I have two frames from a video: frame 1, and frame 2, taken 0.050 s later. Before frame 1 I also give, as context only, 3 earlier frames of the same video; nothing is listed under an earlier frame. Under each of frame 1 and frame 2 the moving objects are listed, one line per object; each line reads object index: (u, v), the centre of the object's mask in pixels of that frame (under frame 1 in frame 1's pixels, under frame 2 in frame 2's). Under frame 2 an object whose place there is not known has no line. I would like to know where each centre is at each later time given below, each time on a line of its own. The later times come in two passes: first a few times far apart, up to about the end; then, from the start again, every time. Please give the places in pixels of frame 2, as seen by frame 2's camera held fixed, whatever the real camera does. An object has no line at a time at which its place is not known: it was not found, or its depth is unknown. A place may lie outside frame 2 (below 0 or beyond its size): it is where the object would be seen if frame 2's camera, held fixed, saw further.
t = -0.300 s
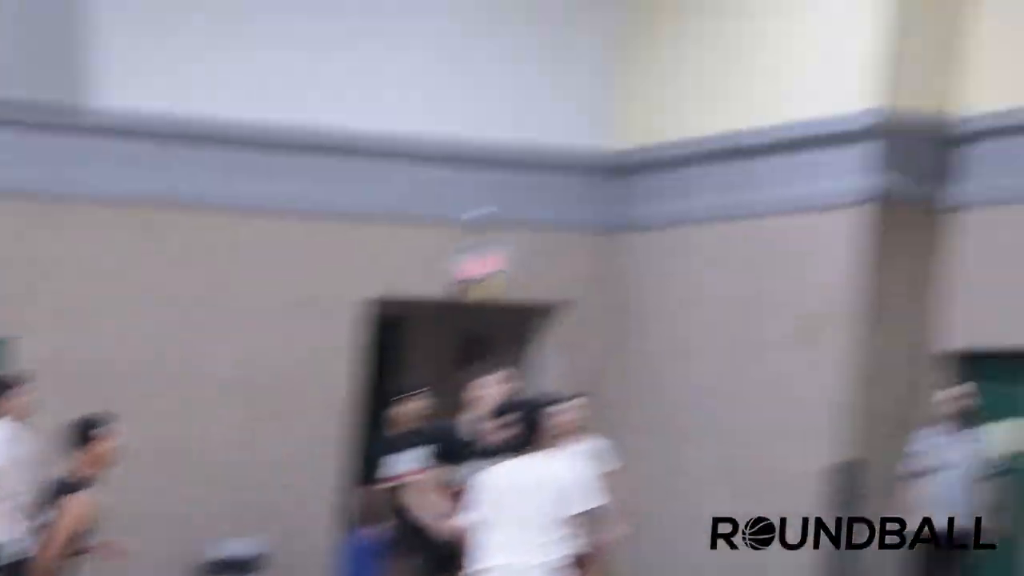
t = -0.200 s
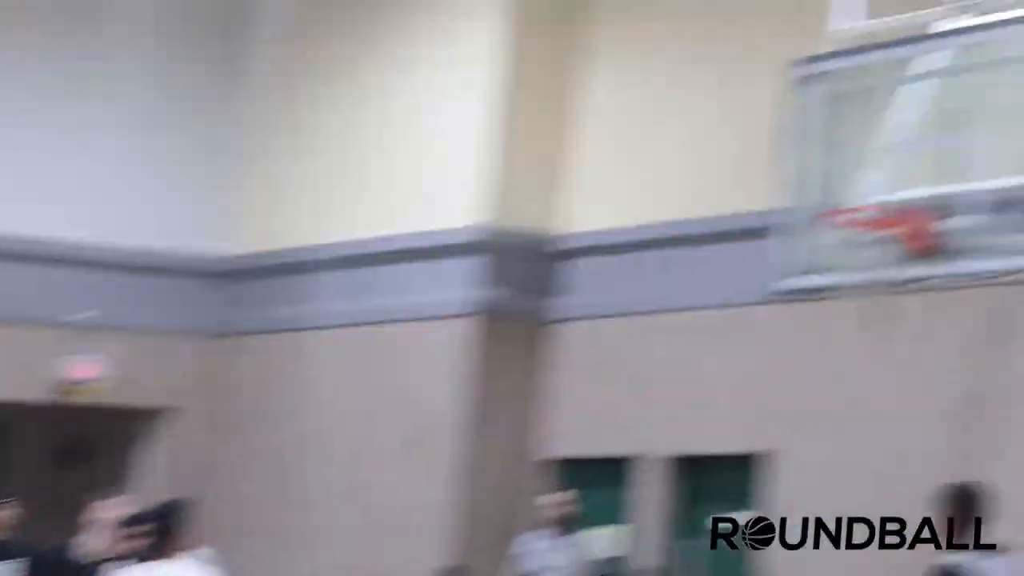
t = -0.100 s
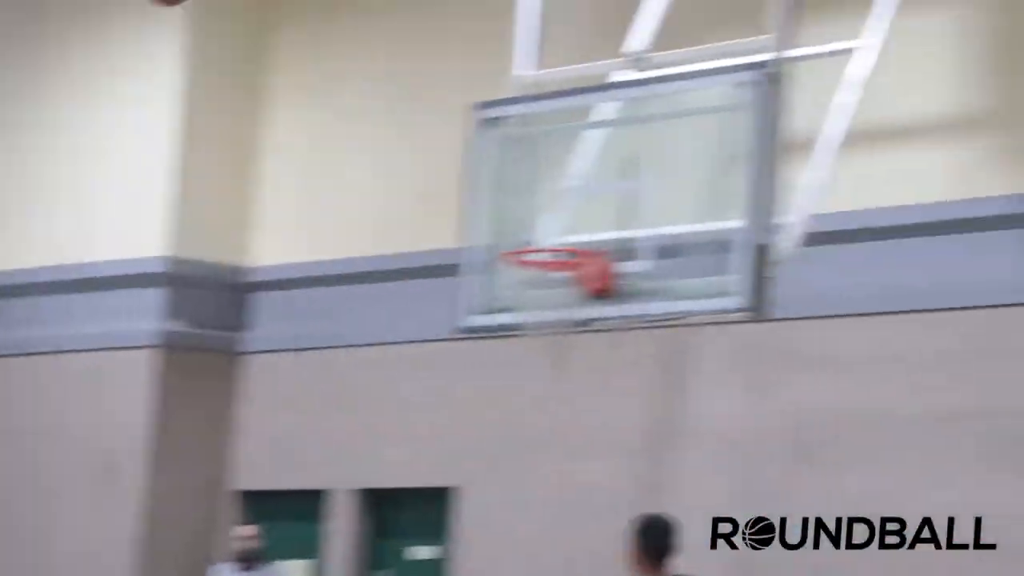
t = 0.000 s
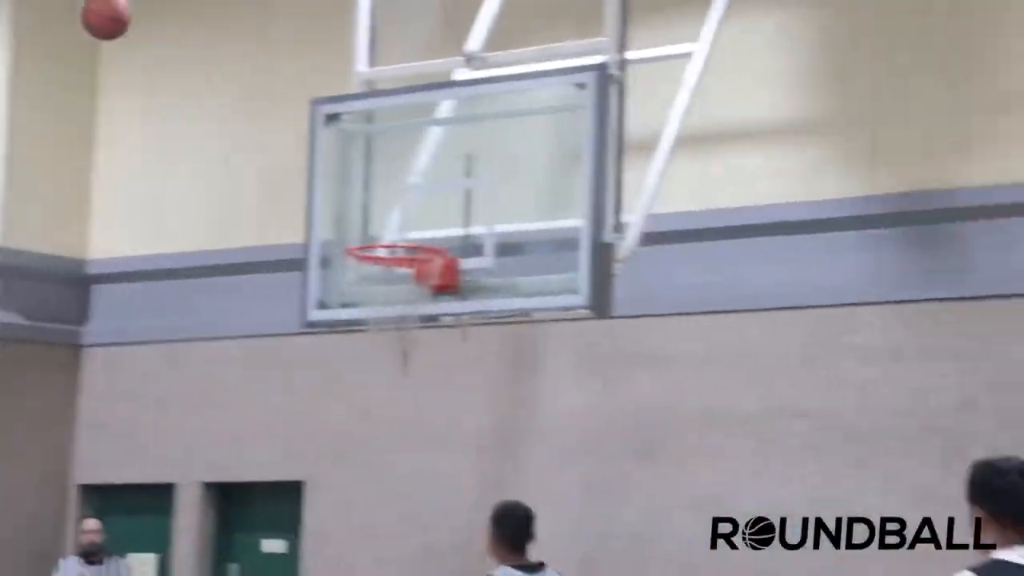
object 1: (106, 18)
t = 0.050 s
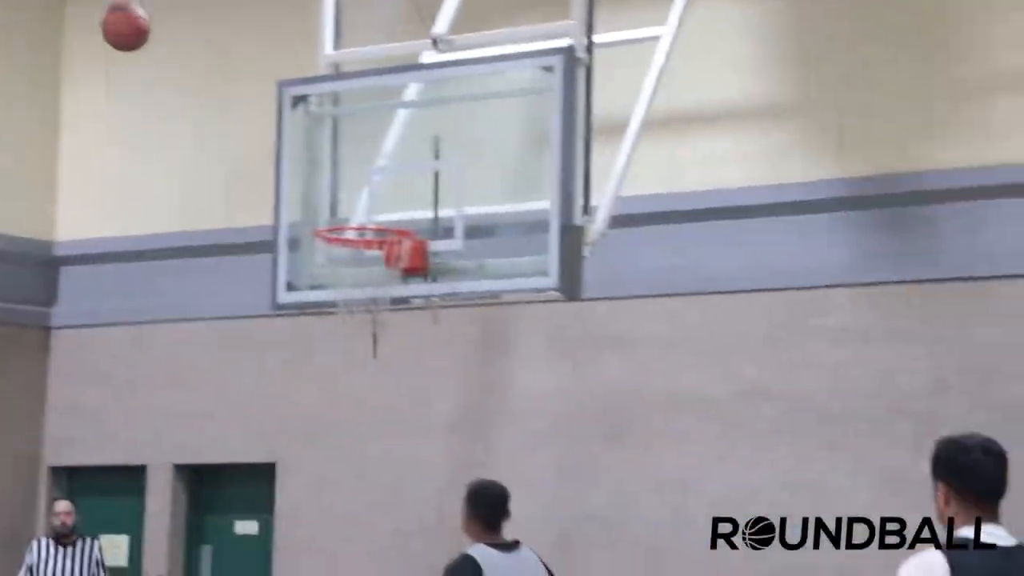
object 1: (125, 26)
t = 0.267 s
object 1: (364, 210)
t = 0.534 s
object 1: (328, 278)
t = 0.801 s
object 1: (281, 343)
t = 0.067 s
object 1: (143, 37)
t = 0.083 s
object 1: (161, 49)
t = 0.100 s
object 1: (179, 61)
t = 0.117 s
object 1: (197, 74)
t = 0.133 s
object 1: (216, 87)
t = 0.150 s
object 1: (234, 101)
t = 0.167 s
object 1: (252, 115)
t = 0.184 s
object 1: (272, 131)
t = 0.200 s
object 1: (290, 146)
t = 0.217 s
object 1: (309, 162)
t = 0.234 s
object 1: (328, 179)
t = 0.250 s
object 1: (345, 196)
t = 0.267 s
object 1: (364, 210)
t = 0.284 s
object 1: (382, 232)
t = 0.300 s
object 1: (381, 243)
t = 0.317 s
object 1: (380, 254)
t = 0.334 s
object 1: (377, 264)
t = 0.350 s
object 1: (374, 276)
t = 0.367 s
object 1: (370, 284)
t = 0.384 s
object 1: (364, 286)
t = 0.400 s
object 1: (359, 286)
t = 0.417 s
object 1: (353, 285)
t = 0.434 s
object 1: (350, 283)
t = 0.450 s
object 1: (346, 282)
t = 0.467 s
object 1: (342, 281)
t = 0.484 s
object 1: (338, 279)
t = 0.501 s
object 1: (334, 278)
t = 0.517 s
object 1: (335, 281)
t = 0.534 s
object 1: (328, 278)
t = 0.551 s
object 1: (324, 275)
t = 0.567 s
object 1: (321, 274)
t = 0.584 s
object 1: (318, 276)
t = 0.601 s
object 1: (315, 276)
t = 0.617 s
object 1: (312, 279)
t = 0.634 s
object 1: (307, 294)
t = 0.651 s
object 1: (308, 285)
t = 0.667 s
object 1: (300, 298)
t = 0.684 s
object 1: (301, 298)
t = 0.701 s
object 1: (295, 305)
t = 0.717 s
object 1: (295, 307)
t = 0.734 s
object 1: (293, 313)
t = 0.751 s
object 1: (290, 320)
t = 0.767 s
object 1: (287, 327)
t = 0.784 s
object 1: (283, 335)
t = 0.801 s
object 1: (281, 343)
